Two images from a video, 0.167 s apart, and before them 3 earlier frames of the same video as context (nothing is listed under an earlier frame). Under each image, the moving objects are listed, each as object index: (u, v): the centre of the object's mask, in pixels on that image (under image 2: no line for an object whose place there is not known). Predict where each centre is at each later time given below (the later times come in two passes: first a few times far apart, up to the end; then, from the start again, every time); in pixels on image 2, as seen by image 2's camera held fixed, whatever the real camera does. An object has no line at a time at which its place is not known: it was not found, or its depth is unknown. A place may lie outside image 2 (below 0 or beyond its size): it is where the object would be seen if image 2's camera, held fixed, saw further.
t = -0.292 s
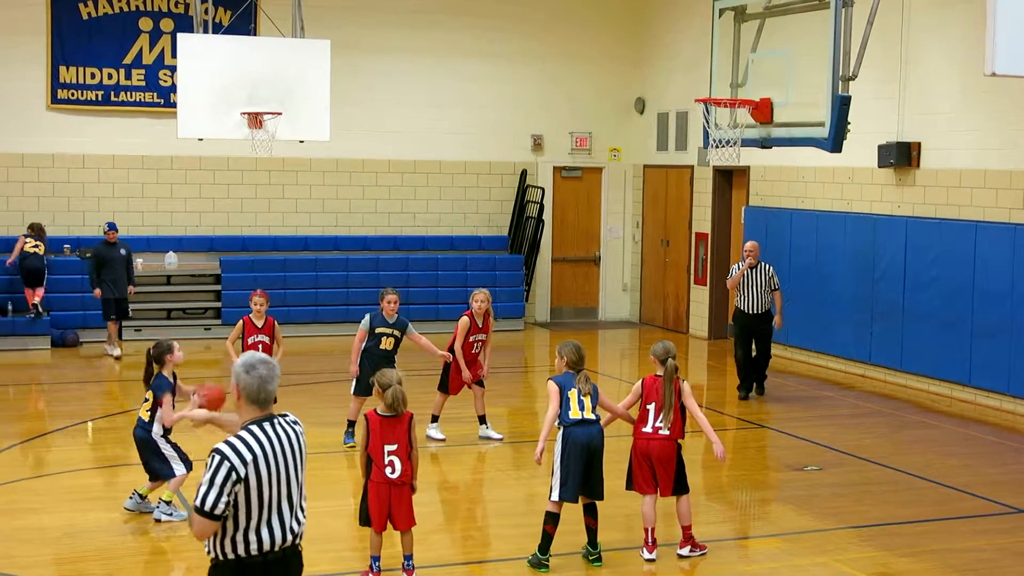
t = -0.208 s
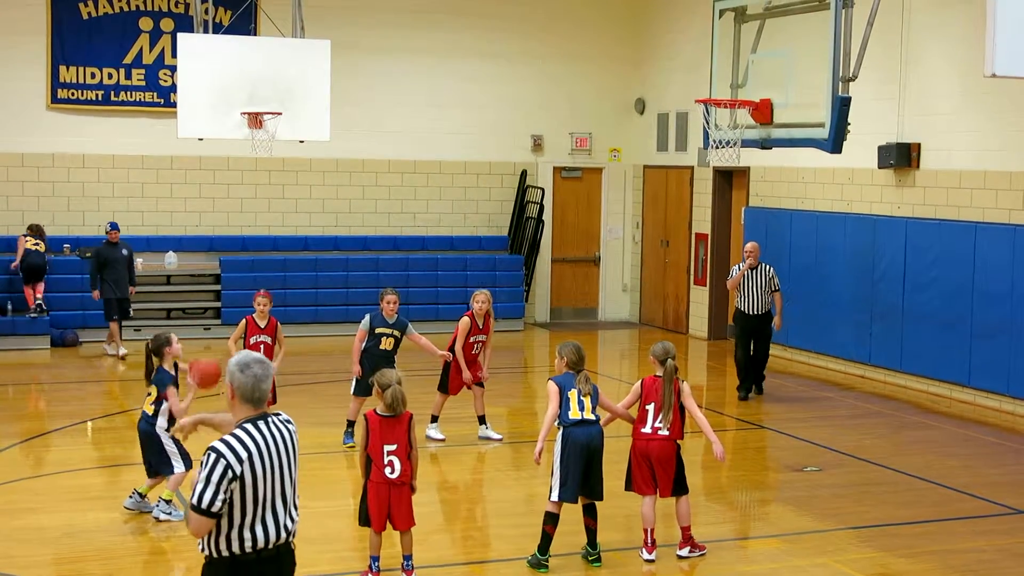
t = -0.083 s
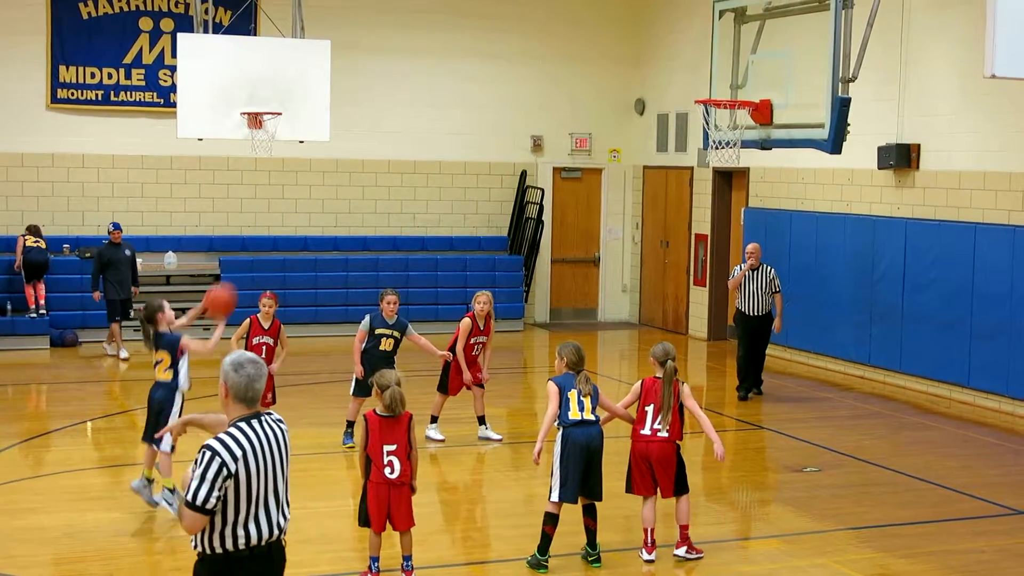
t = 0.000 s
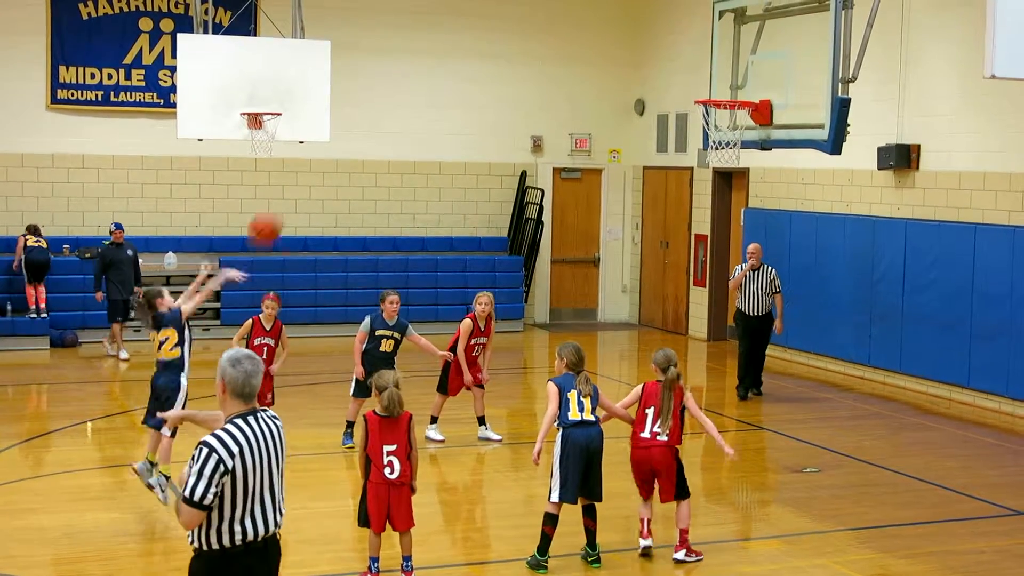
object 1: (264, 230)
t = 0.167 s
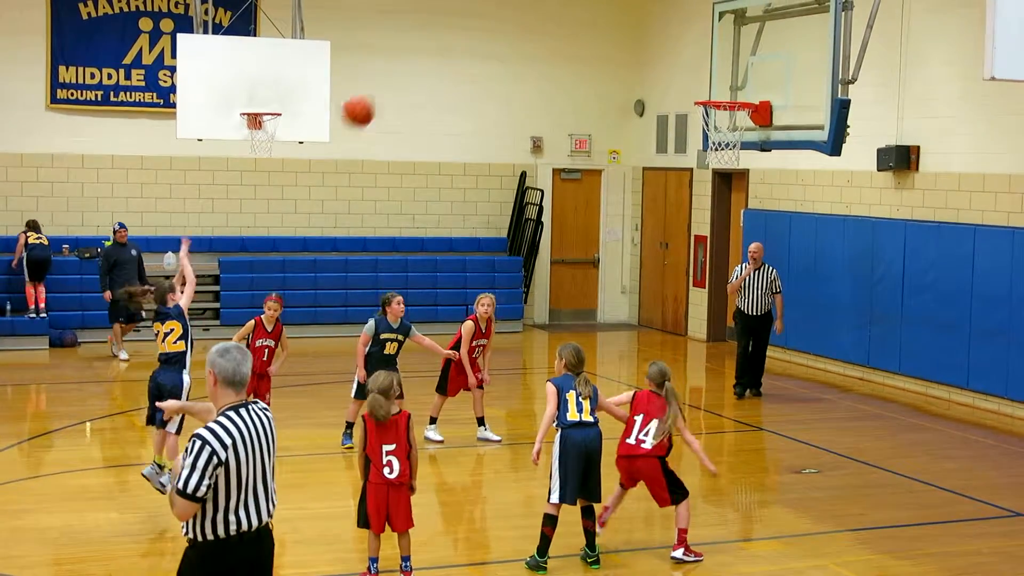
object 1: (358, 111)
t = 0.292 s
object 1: (426, 49)
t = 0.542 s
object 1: (553, -1)
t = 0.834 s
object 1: (687, 29)
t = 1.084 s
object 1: (761, 56)
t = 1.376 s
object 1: (738, 18)
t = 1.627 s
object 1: (715, 68)
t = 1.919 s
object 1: (710, 110)
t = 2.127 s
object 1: (735, 158)
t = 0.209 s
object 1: (381, 88)
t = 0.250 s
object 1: (404, 67)
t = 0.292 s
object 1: (426, 49)
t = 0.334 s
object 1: (448, 34)
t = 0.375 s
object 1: (469, 21)
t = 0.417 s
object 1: (491, 10)
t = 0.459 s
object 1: (512, 5)
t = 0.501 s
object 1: (533, 1)
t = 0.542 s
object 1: (553, -1)
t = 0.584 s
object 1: (573, -1)
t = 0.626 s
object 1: (593, -1)
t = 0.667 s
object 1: (612, 0)
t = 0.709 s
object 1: (631, 3)
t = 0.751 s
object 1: (650, 7)
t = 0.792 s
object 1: (669, 17)
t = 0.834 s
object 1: (687, 29)
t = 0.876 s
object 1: (705, 42)
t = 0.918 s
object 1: (722, 58)
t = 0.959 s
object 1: (739, 76)
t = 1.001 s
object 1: (753, 89)
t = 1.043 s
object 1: (758, 71)
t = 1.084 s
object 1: (761, 56)
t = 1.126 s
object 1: (758, 44)
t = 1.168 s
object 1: (755, 34)
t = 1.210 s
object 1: (751, 27)
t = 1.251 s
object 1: (748, 21)
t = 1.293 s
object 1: (745, 18)
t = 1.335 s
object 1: (742, 17)
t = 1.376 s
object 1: (738, 18)
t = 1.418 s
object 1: (734, 21)
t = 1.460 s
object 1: (731, 25)
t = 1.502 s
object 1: (727, 33)
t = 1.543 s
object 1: (723, 43)
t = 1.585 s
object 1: (719, 54)
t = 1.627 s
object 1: (715, 68)
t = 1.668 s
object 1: (711, 84)
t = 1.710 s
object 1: (715, 91)
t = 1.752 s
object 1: (726, 94)
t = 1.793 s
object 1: (735, 105)
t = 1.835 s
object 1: (728, 104)
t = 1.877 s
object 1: (717, 106)
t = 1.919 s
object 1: (710, 110)
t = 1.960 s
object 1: (717, 117)
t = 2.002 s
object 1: (722, 127)
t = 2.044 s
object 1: (727, 139)
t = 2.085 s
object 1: (732, 150)
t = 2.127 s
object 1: (735, 158)
